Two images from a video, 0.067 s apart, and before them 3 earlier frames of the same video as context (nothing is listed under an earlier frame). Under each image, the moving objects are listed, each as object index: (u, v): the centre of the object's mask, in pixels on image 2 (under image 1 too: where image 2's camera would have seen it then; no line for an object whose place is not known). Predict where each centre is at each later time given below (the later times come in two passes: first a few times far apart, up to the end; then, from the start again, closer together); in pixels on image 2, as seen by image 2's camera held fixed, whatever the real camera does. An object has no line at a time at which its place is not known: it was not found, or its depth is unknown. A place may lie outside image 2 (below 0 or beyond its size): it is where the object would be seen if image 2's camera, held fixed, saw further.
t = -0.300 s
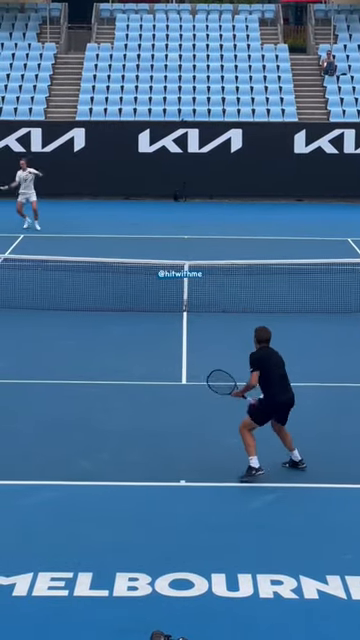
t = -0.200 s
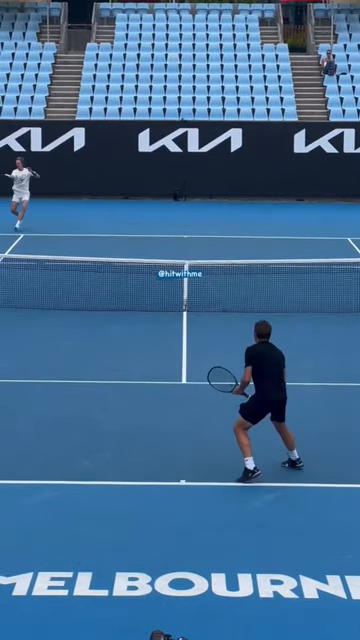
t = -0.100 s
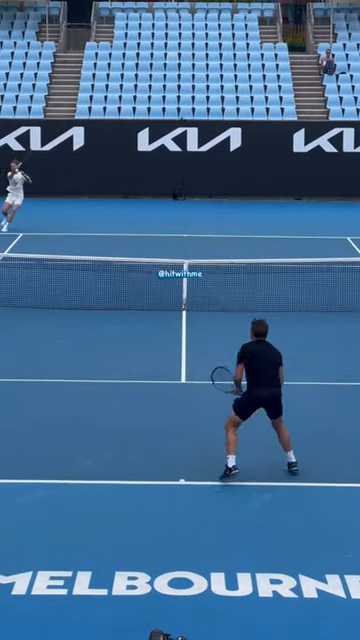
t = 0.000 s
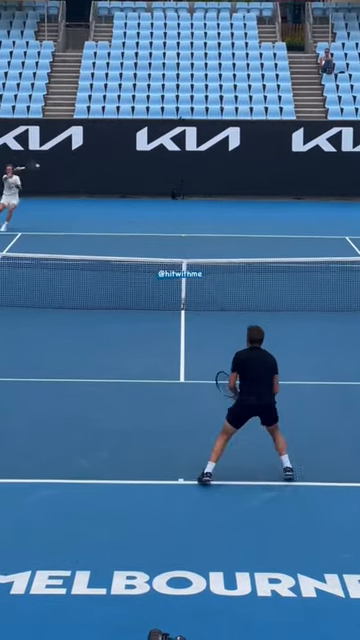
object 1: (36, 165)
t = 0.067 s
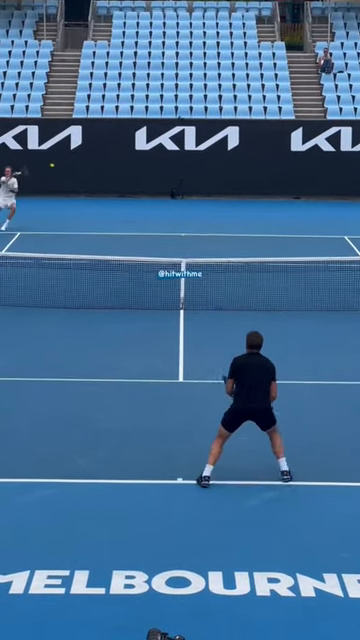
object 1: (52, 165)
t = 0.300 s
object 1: (114, 187)
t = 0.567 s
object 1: (202, 267)
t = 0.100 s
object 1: (60, 166)
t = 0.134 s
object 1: (68, 167)
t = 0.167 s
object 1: (77, 170)
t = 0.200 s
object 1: (85, 174)
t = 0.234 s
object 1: (94, 177)
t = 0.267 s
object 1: (104, 182)
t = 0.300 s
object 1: (114, 187)
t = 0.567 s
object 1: (202, 267)
